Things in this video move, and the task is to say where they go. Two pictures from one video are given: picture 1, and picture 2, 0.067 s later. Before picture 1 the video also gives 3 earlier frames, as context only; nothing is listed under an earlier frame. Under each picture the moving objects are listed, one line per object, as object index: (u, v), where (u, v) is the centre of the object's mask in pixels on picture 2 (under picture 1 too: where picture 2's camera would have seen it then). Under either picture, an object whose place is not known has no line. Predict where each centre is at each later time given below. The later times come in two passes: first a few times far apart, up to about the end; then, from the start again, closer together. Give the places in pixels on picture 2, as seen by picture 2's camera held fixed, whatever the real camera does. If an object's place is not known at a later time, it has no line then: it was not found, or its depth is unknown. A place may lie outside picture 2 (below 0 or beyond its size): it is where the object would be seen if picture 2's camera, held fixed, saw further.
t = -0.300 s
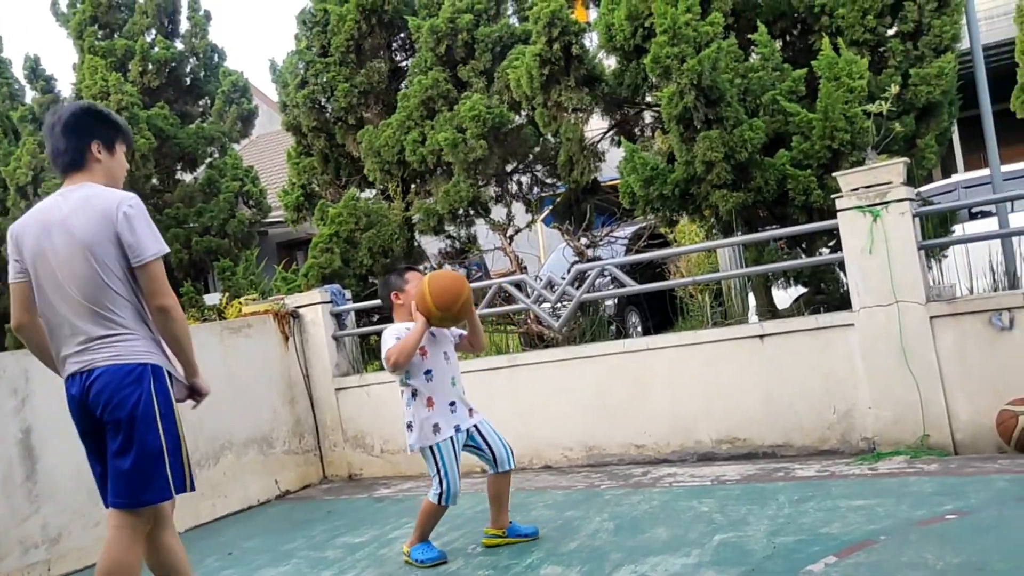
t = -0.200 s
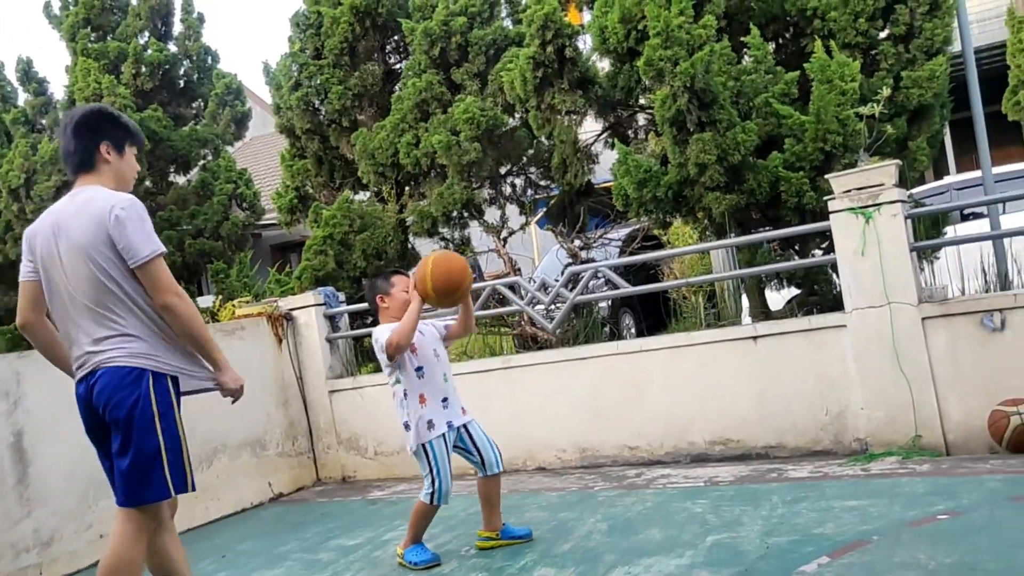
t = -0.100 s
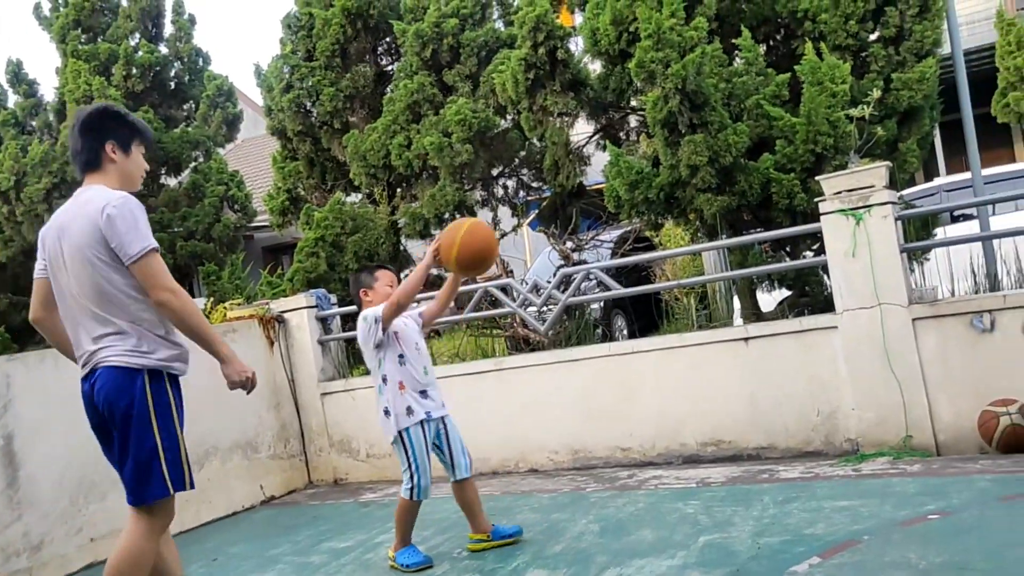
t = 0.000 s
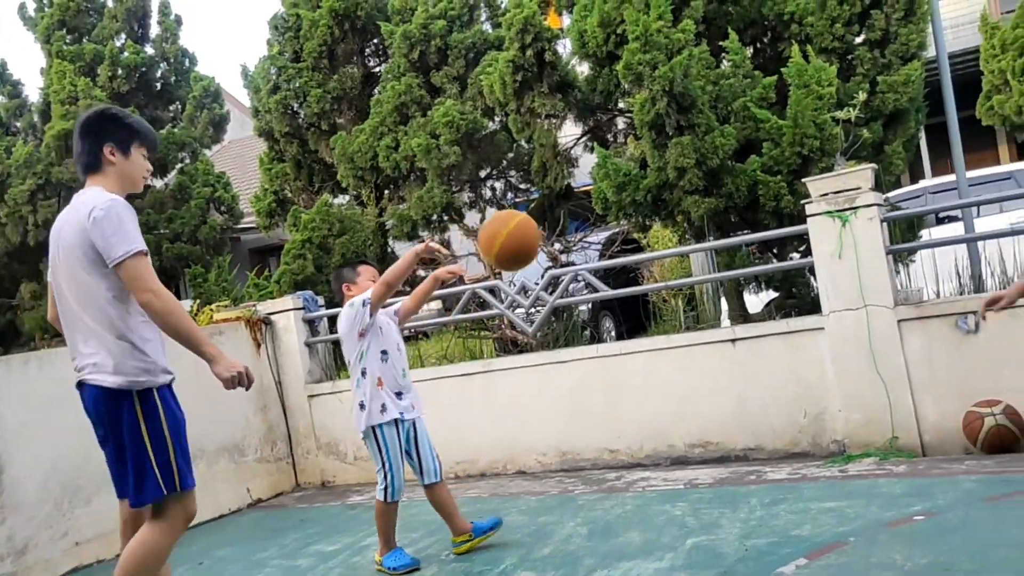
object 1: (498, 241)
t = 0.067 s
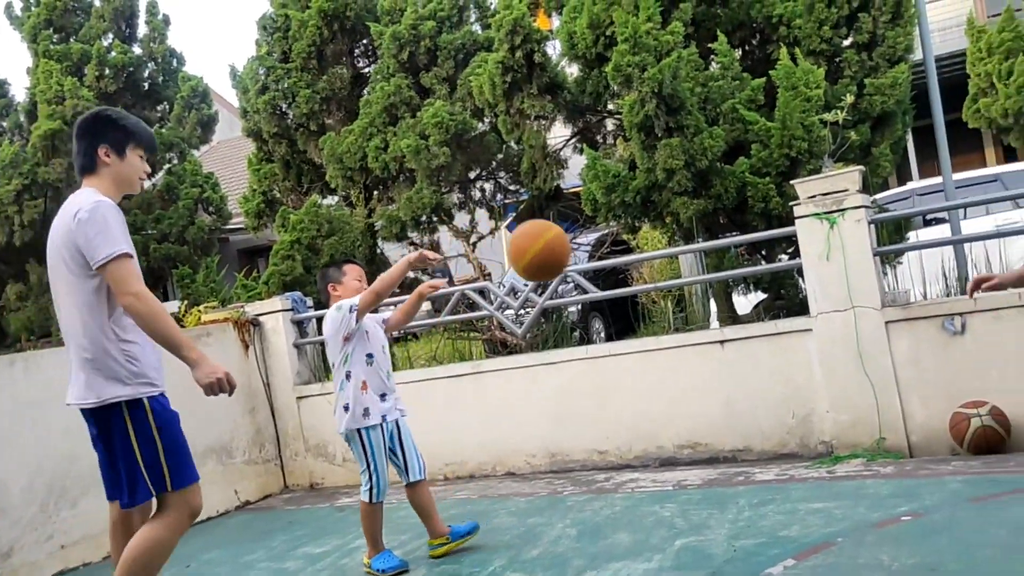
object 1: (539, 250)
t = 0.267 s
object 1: (681, 360)
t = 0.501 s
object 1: (823, 417)
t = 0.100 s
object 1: (561, 260)
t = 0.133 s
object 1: (583, 273)
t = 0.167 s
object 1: (606, 289)
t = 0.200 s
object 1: (630, 309)
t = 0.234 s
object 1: (655, 332)
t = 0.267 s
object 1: (681, 360)
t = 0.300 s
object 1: (708, 392)
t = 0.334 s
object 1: (736, 427)
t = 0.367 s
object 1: (766, 468)
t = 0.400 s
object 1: (797, 515)
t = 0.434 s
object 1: (808, 489)
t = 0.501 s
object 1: (823, 417)
